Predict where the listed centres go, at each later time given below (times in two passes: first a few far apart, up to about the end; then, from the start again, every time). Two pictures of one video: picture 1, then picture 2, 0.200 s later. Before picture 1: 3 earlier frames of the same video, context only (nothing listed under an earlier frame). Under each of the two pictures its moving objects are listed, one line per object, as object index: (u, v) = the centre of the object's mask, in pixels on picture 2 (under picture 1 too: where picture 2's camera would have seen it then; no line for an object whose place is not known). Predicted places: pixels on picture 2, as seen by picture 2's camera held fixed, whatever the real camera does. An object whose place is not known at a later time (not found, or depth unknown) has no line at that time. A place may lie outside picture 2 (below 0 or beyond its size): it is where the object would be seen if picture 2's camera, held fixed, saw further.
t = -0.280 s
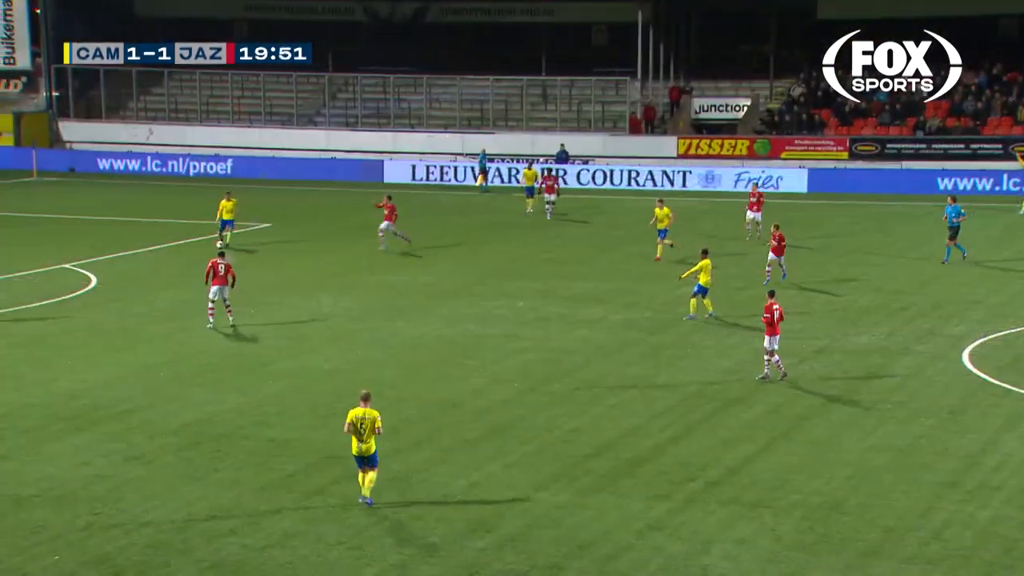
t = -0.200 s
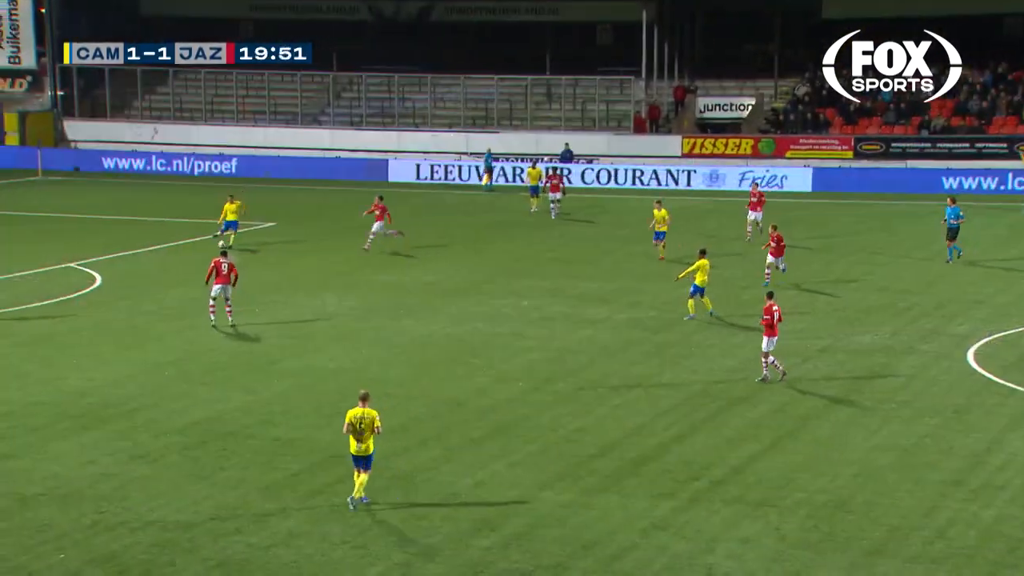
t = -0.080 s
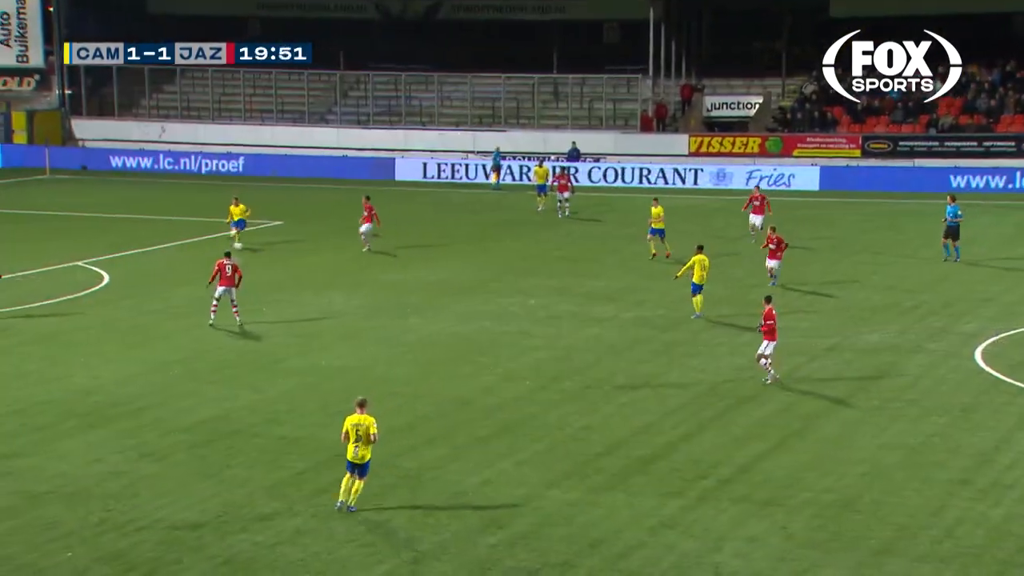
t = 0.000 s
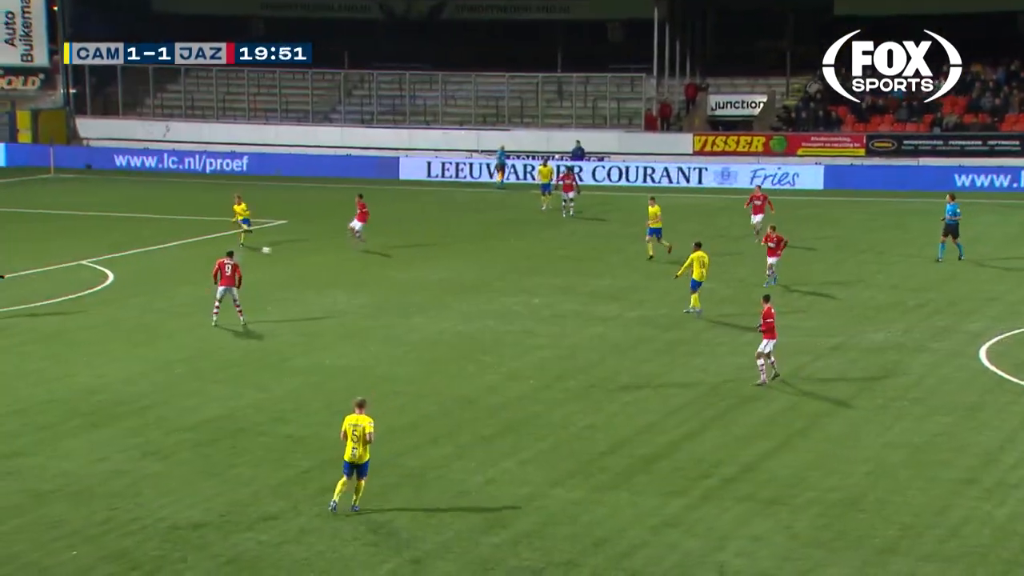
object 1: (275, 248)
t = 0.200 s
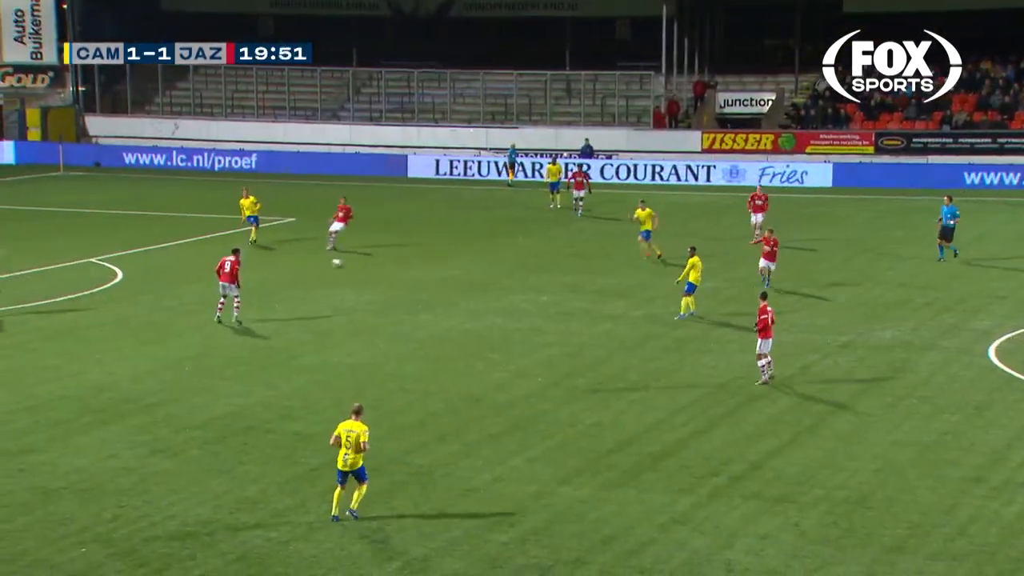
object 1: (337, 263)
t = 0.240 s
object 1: (349, 265)
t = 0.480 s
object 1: (423, 281)
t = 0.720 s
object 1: (494, 296)
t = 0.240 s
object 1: (349, 265)
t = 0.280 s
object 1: (361, 268)
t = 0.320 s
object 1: (374, 272)
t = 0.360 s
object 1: (386, 274)
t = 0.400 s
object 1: (398, 276)
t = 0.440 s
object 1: (411, 279)
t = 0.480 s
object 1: (423, 281)
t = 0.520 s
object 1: (435, 283)
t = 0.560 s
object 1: (447, 287)
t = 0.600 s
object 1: (459, 289)
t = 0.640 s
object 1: (471, 291)
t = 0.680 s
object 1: (482, 293)
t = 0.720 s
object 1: (494, 296)
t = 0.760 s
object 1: (506, 298)
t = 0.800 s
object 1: (517, 300)
